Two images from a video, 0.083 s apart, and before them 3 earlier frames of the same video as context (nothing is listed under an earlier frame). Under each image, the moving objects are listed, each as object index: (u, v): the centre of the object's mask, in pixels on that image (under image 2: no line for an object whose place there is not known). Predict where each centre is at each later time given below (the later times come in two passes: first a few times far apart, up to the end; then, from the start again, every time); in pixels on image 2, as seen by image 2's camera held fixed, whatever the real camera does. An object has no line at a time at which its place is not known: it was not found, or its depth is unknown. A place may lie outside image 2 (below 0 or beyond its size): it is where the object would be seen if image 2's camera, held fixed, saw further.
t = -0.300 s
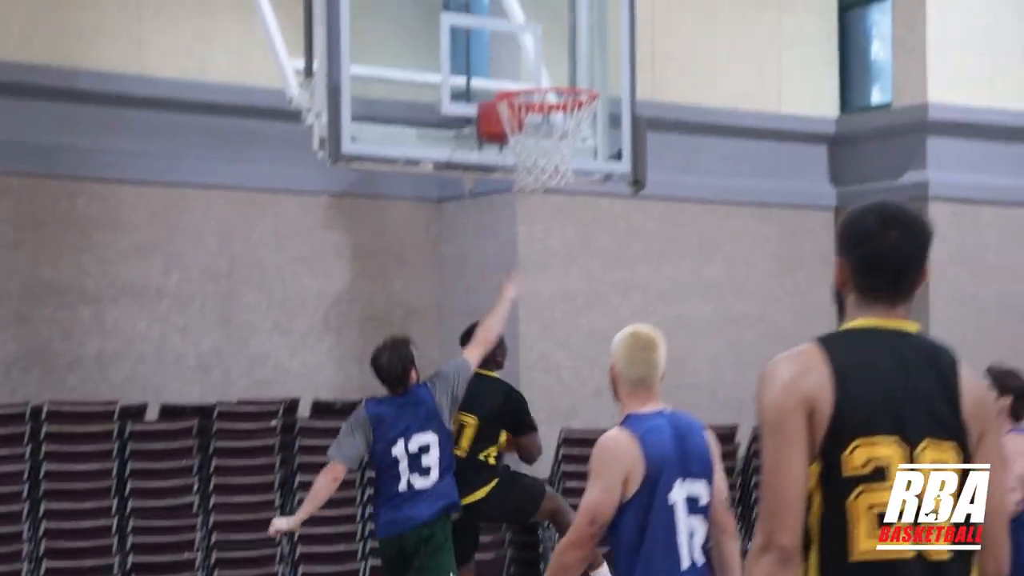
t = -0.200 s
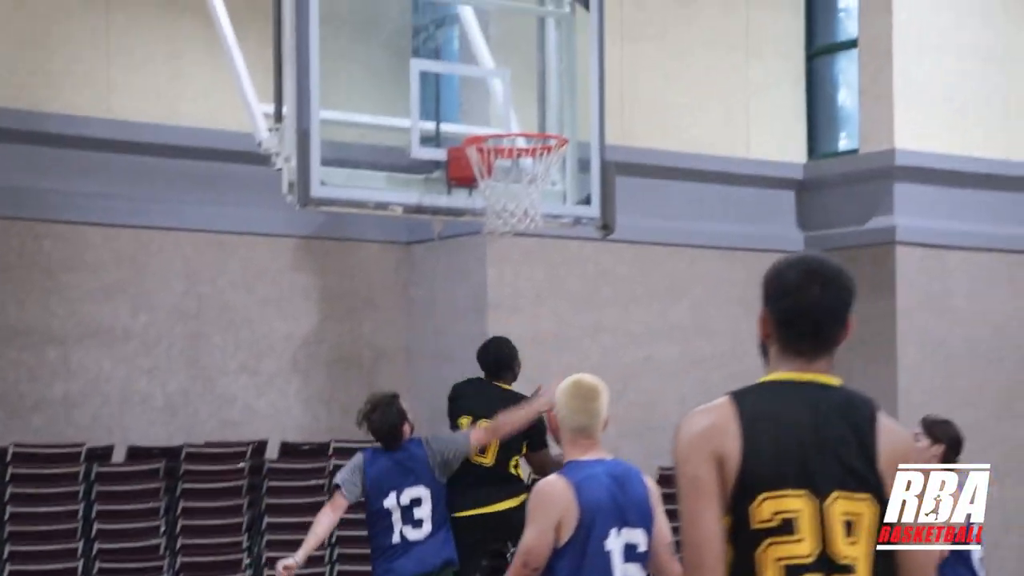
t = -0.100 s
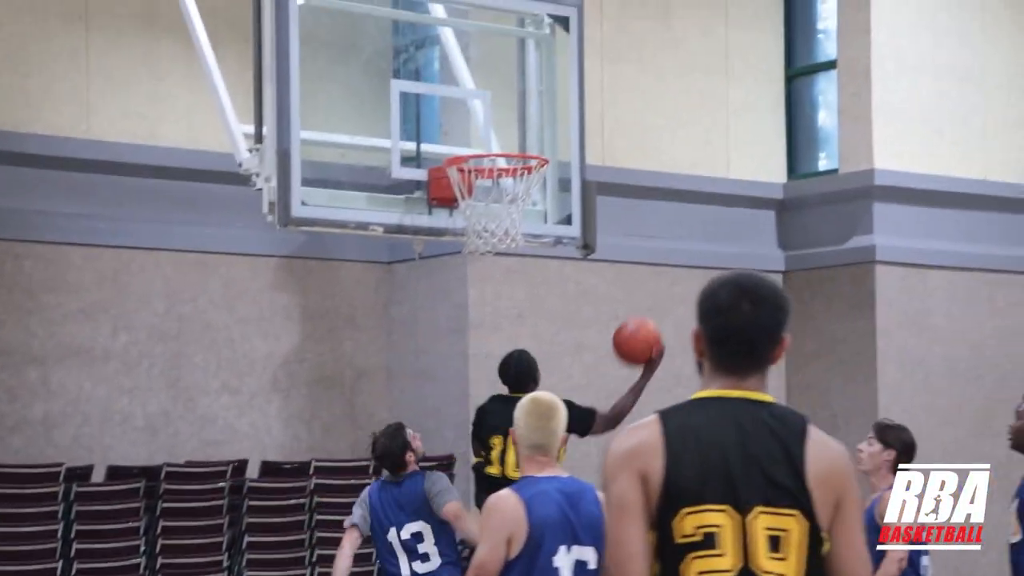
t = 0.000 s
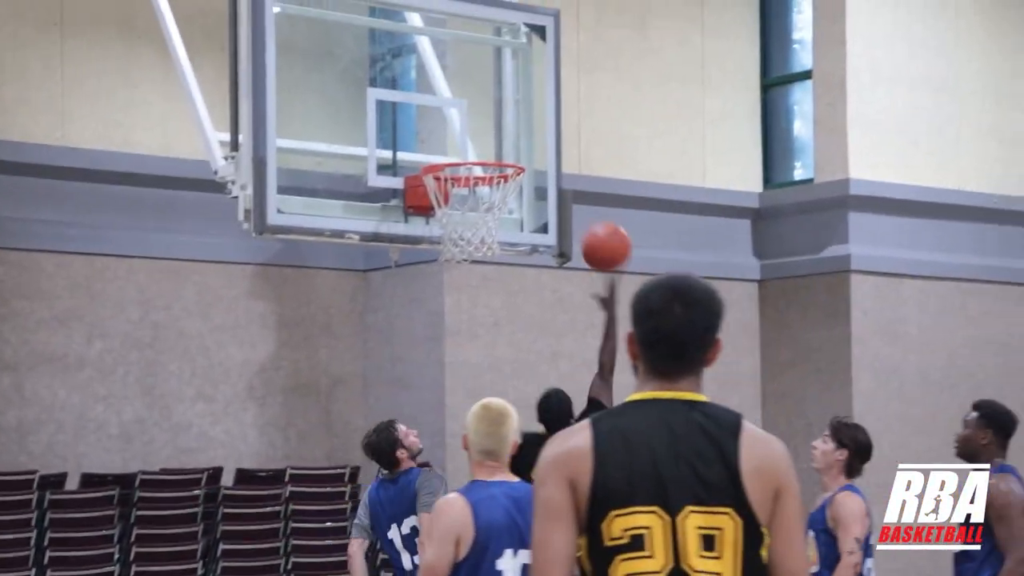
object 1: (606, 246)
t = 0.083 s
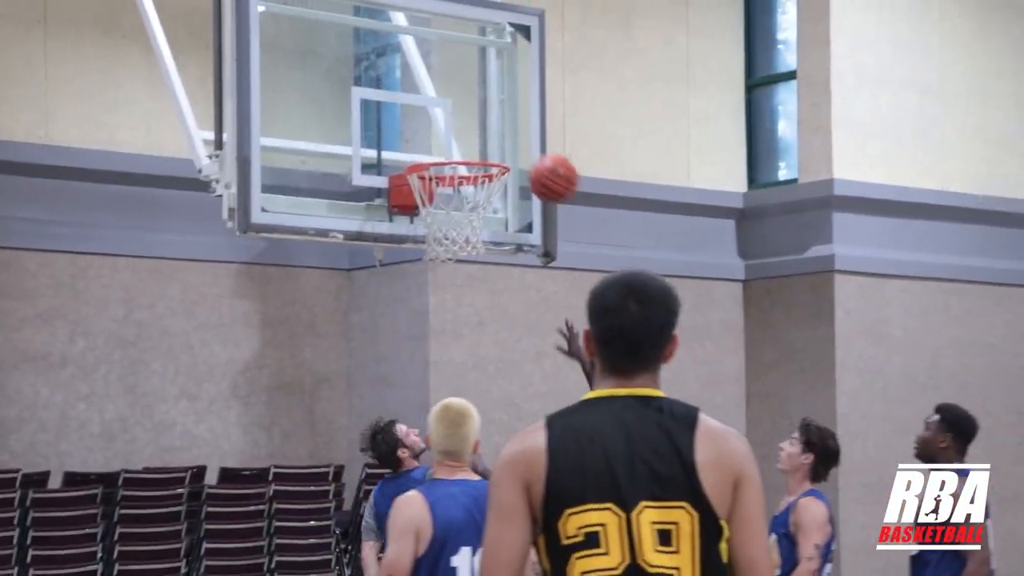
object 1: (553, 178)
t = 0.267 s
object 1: (472, 73)
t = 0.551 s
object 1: (444, 121)
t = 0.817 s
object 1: (438, 148)
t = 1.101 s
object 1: (460, 145)
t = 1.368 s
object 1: (475, 213)
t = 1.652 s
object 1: (431, 320)
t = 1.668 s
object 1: (429, 331)
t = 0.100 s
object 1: (545, 166)
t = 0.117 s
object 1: (538, 154)
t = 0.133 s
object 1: (531, 143)
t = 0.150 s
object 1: (523, 133)
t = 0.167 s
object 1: (516, 122)
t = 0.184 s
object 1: (508, 113)
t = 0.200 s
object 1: (501, 104)
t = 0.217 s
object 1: (493, 95)
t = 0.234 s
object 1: (486, 87)
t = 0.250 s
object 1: (479, 80)
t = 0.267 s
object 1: (472, 73)
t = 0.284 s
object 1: (464, 67)
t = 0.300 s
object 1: (462, 66)
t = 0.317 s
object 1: (461, 65)
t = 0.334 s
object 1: (460, 66)
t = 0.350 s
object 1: (459, 66)
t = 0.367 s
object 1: (457, 67)
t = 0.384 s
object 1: (456, 69)
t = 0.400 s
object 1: (455, 72)
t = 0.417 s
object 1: (454, 75)
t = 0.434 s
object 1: (453, 78)
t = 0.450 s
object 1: (451, 83)
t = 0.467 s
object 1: (451, 87)
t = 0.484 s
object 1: (449, 93)
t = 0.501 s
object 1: (448, 99)
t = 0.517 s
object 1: (447, 106)
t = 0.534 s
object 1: (445, 113)
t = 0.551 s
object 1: (444, 121)
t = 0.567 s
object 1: (443, 129)
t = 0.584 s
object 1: (442, 137)
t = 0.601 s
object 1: (441, 144)
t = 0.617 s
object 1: (444, 146)
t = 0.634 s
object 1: (452, 153)
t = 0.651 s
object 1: (459, 152)
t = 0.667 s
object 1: (468, 153)
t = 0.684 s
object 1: (475, 161)
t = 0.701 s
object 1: (480, 165)
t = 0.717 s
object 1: (476, 162)
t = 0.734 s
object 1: (471, 158)
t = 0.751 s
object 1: (464, 148)
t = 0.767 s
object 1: (458, 148)
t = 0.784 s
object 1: (450, 147)
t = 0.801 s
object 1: (444, 147)
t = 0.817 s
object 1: (438, 148)
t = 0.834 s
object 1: (431, 148)
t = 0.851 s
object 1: (431, 147)
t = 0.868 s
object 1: (433, 145)
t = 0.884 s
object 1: (435, 144)
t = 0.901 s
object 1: (437, 143)
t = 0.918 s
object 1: (438, 141)
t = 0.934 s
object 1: (440, 140)
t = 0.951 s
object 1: (441, 140)
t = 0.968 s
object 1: (443, 140)
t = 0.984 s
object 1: (444, 140)
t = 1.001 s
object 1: (446, 141)
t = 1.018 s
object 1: (448, 142)
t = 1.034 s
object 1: (449, 144)
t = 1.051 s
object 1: (452, 147)
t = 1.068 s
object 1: (455, 146)
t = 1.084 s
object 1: (457, 146)
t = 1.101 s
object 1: (460, 145)
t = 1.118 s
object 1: (462, 149)
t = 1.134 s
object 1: (465, 146)
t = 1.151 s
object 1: (467, 148)
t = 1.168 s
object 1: (469, 155)
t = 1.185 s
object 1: (473, 163)
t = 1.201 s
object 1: (475, 167)
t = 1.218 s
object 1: (478, 172)
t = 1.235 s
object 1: (480, 178)
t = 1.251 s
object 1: (481, 183)
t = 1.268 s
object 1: (481, 187)
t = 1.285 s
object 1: (481, 191)
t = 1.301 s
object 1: (481, 195)
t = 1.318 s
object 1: (480, 200)
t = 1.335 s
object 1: (478, 205)
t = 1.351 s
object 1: (476, 210)
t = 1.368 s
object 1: (475, 213)
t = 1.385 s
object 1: (472, 218)
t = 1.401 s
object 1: (470, 221)
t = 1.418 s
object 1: (467, 223)
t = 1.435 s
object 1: (465, 226)
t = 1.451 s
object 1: (463, 230)
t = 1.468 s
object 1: (459, 236)
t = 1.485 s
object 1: (457, 240)
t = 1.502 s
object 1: (455, 245)
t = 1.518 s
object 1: (452, 253)
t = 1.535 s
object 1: (450, 260)
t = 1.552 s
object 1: (447, 266)
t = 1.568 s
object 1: (444, 275)
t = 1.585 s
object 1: (442, 281)
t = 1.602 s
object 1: (439, 290)
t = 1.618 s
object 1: (436, 299)
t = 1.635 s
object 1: (434, 309)
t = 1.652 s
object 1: (431, 320)
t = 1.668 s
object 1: (429, 331)
